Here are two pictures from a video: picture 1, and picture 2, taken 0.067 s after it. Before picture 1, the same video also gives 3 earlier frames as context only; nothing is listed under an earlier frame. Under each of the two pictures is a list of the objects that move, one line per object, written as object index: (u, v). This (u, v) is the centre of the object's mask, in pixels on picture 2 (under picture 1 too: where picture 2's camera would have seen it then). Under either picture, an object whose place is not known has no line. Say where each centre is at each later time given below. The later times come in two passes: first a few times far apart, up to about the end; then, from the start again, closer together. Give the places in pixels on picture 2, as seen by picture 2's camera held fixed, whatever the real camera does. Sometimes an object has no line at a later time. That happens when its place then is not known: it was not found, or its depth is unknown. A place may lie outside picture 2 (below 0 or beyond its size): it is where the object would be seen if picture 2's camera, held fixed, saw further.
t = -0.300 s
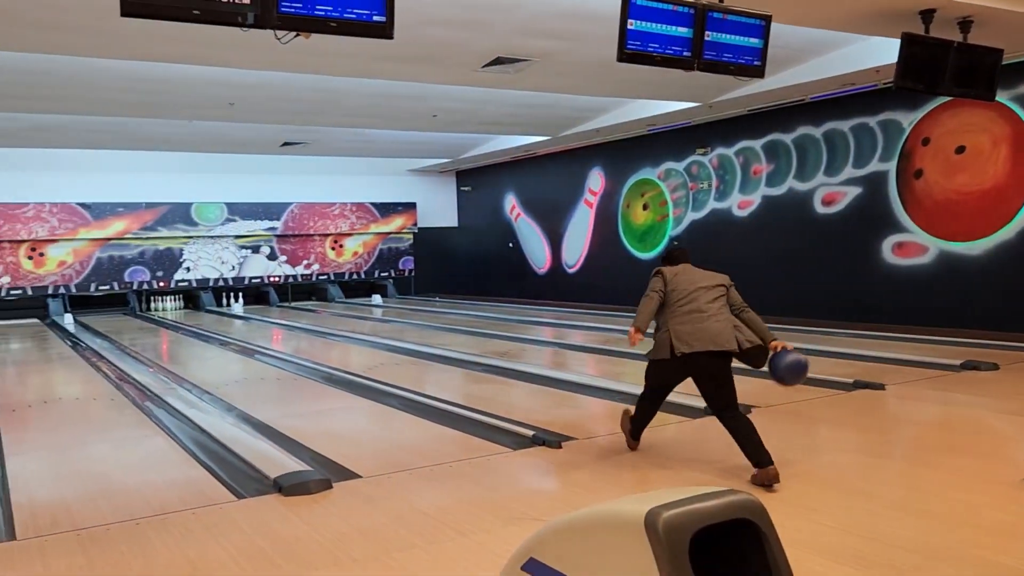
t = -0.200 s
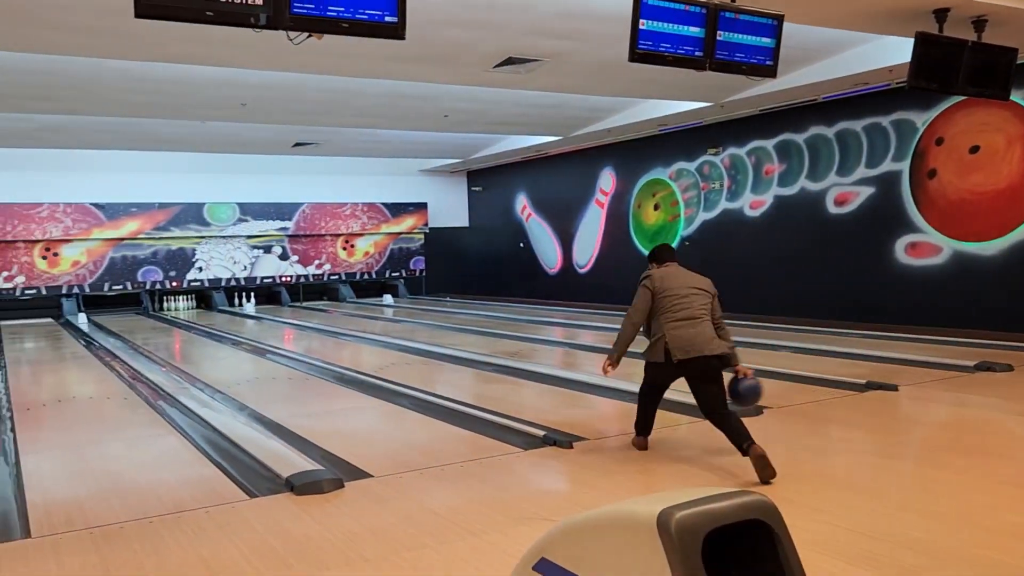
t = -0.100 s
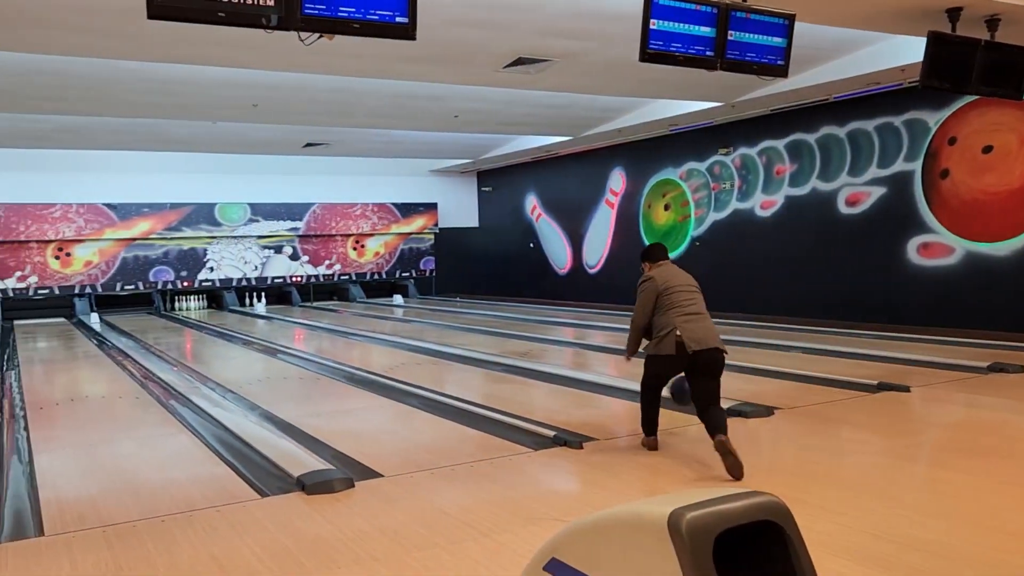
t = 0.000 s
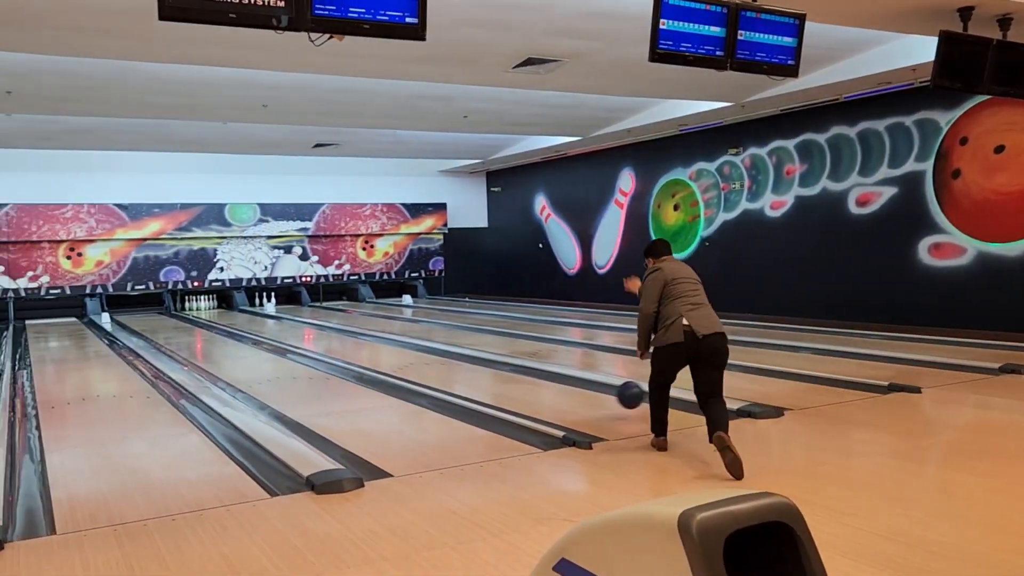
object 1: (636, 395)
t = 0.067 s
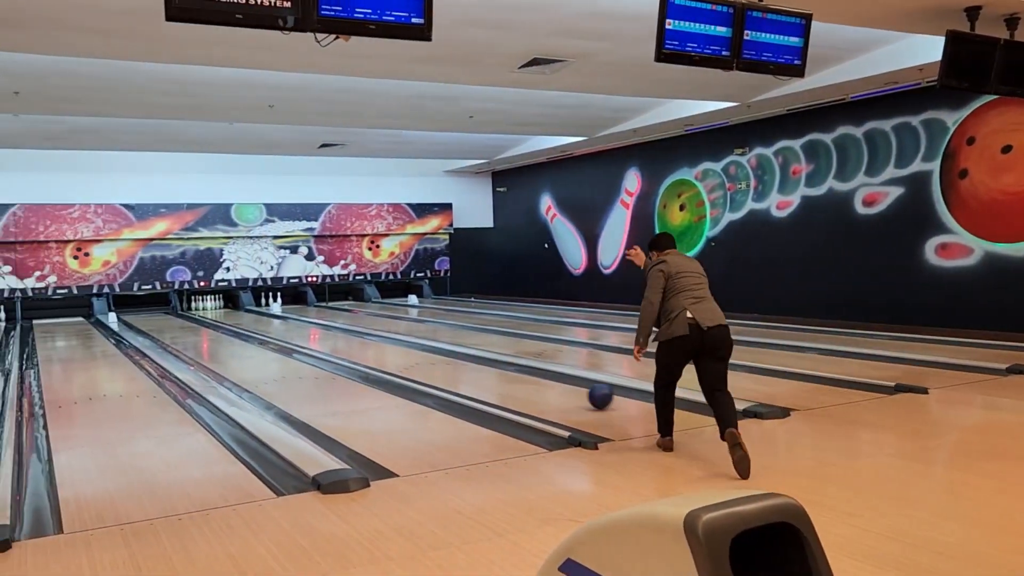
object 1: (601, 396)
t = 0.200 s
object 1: (542, 382)
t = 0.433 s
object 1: (467, 361)
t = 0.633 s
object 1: (420, 349)
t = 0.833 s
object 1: (384, 340)
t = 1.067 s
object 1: (351, 332)
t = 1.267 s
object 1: (327, 326)
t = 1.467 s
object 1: (308, 321)
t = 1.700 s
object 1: (290, 318)
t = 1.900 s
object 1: (276, 315)
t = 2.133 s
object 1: (259, 311)
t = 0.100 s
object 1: (584, 391)
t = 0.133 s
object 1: (570, 387)
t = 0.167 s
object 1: (555, 385)
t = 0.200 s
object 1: (542, 382)
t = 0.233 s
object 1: (529, 378)
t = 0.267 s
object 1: (517, 375)
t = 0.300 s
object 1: (506, 372)
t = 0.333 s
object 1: (495, 369)
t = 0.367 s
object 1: (485, 367)
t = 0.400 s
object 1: (476, 364)
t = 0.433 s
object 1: (467, 361)
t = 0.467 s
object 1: (458, 359)
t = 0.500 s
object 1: (450, 357)
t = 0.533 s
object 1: (442, 355)
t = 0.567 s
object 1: (434, 353)
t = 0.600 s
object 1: (427, 351)
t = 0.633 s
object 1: (420, 349)
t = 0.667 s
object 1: (413, 348)
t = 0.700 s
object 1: (407, 346)
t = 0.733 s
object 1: (401, 344)
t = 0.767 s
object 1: (395, 343)
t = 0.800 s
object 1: (389, 341)
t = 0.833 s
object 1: (384, 340)
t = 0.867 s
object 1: (379, 339)
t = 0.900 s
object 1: (373, 337)
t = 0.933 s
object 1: (369, 336)
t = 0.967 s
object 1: (364, 335)
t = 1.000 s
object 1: (359, 334)
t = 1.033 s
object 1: (355, 333)
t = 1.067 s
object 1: (351, 332)
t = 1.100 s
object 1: (346, 331)
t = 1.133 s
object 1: (342, 330)
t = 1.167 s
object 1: (338, 329)
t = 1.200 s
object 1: (335, 328)
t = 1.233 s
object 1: (331, 327)
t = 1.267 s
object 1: (327, 326)
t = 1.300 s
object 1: (324, 325)
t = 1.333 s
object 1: (321, 324)
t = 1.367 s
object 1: (318, 323)
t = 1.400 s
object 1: (314, 323)
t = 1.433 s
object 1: (311, 322)
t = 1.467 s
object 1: (308, 321)
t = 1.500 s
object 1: (305, 321)
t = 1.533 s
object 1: (302, 320)
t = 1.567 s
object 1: (300, 319)
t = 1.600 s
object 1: (297, 319)
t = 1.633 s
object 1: (294, 318)
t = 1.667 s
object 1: (292, 318)
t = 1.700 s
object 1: (290, 318)
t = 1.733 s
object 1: (289, 318)
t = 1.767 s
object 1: (289, 318)
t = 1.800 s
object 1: (285, 316)
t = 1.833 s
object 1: (282, 316)
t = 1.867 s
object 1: (279, 315)
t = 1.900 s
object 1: (276, 315)
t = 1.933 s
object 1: (274, 315)
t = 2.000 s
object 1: (269, 313)
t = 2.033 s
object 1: (267, 313)
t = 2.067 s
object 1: (265, 312)
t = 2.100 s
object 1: (262, 312)
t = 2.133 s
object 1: (259, 311)
